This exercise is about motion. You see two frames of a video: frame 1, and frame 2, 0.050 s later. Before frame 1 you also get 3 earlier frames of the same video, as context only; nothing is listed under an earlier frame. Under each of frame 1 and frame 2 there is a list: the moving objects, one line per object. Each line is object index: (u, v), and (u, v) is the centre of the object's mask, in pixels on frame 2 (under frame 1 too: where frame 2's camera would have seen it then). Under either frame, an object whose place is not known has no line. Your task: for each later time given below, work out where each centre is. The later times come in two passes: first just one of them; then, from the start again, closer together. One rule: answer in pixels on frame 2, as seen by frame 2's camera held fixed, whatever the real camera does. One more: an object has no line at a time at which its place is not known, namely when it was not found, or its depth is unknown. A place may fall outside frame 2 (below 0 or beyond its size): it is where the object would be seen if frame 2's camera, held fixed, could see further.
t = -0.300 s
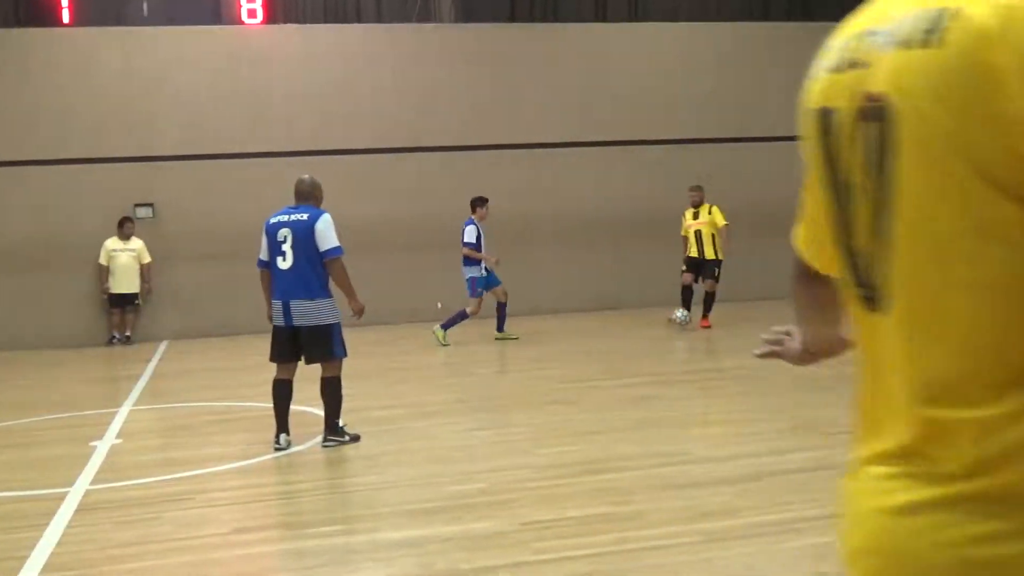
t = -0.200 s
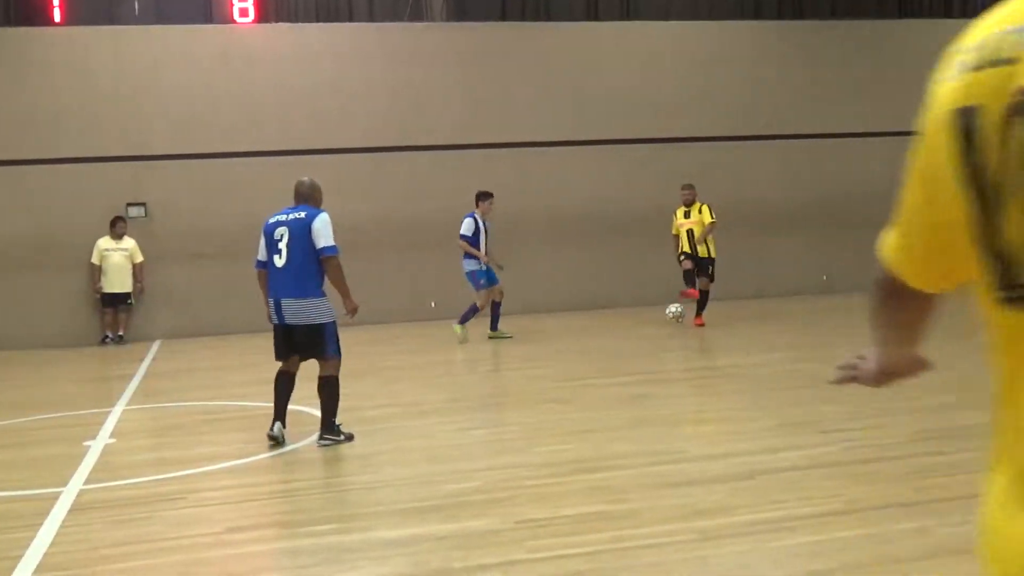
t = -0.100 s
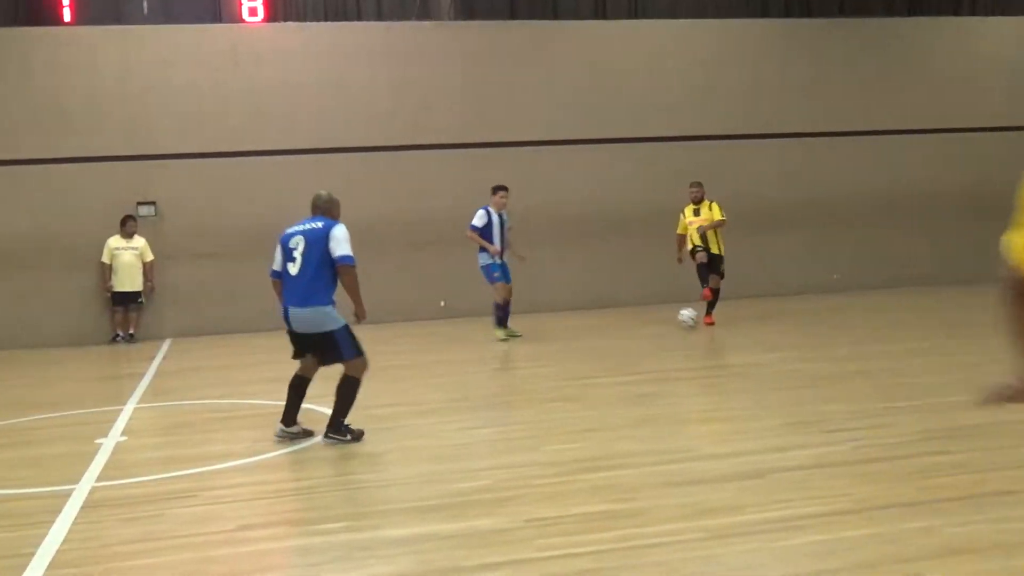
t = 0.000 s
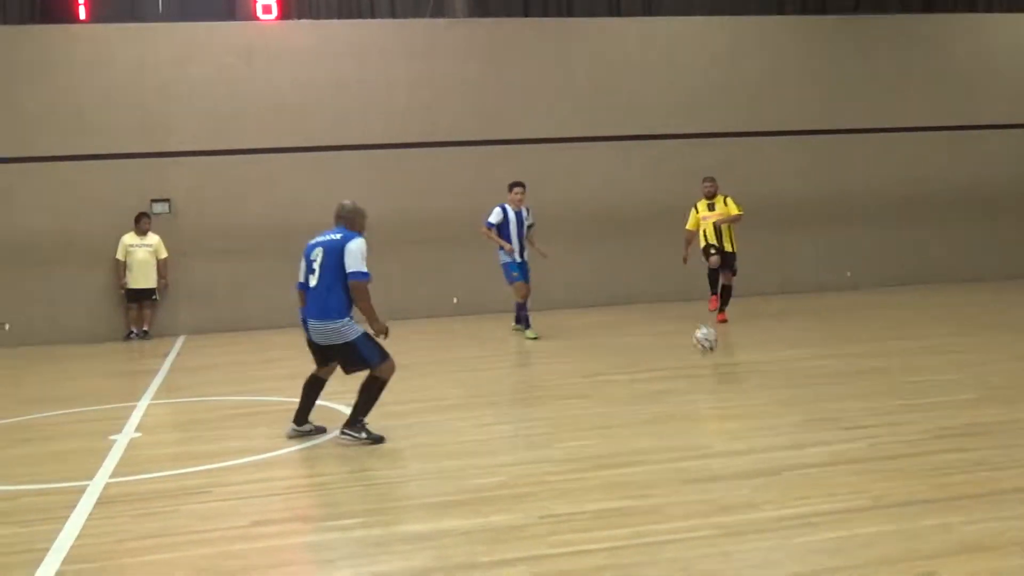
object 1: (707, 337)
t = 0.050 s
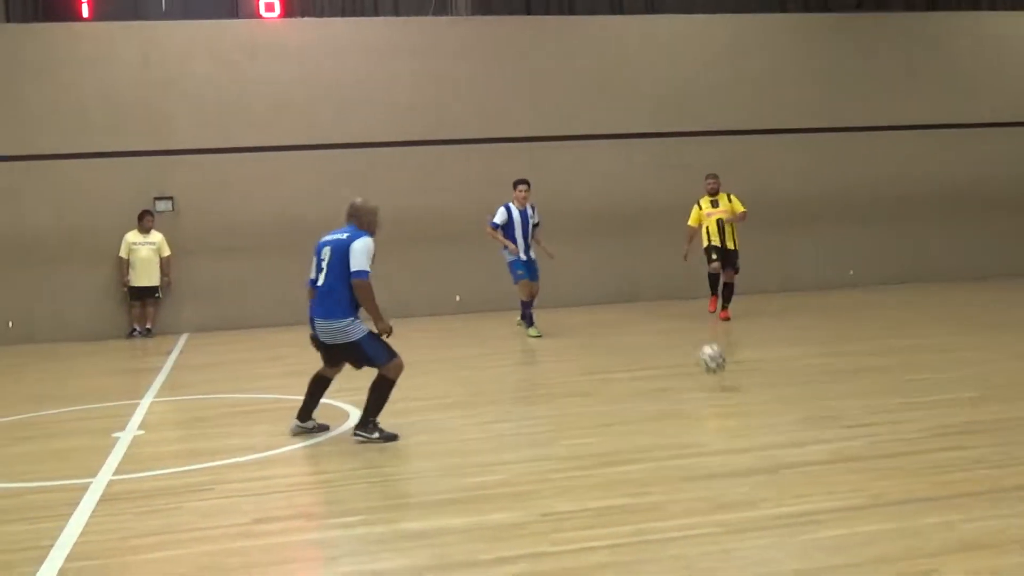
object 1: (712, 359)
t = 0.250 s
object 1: (727, 426)
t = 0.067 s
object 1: (712, 368)
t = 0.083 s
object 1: (714, 377)
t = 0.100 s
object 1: (715, 389)
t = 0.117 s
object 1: (716, 395)
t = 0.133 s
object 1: (718, 397)
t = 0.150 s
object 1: (718, 398)
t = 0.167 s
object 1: (719, 401)
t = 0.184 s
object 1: (720, 405)
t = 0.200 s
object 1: (722, 409)
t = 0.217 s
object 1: (723, 415)
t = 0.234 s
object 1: (724, 420)
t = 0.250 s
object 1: (727, 426)
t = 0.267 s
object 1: (728, 433)
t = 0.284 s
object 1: (731, 442)
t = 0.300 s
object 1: (733, 452)
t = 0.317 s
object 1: (735, 464)
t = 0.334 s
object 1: (738, 478)
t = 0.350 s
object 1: (741, 491)
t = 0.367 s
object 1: (744, 509)
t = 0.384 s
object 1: (749, 532)
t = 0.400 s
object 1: (751, 548)
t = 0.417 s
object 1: (754, 558)
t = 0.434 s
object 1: (757, 570)
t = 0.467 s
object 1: (765, 586)
